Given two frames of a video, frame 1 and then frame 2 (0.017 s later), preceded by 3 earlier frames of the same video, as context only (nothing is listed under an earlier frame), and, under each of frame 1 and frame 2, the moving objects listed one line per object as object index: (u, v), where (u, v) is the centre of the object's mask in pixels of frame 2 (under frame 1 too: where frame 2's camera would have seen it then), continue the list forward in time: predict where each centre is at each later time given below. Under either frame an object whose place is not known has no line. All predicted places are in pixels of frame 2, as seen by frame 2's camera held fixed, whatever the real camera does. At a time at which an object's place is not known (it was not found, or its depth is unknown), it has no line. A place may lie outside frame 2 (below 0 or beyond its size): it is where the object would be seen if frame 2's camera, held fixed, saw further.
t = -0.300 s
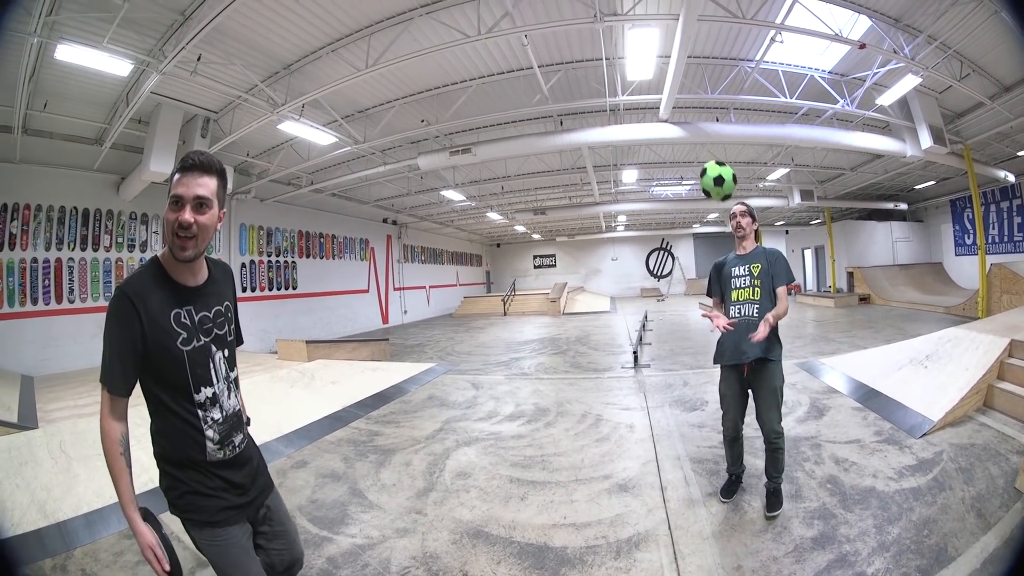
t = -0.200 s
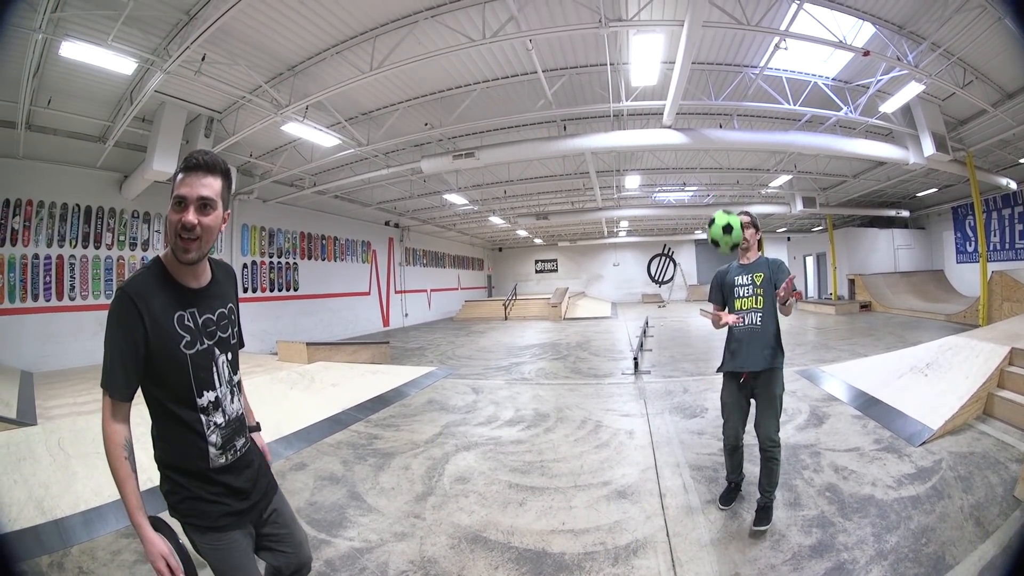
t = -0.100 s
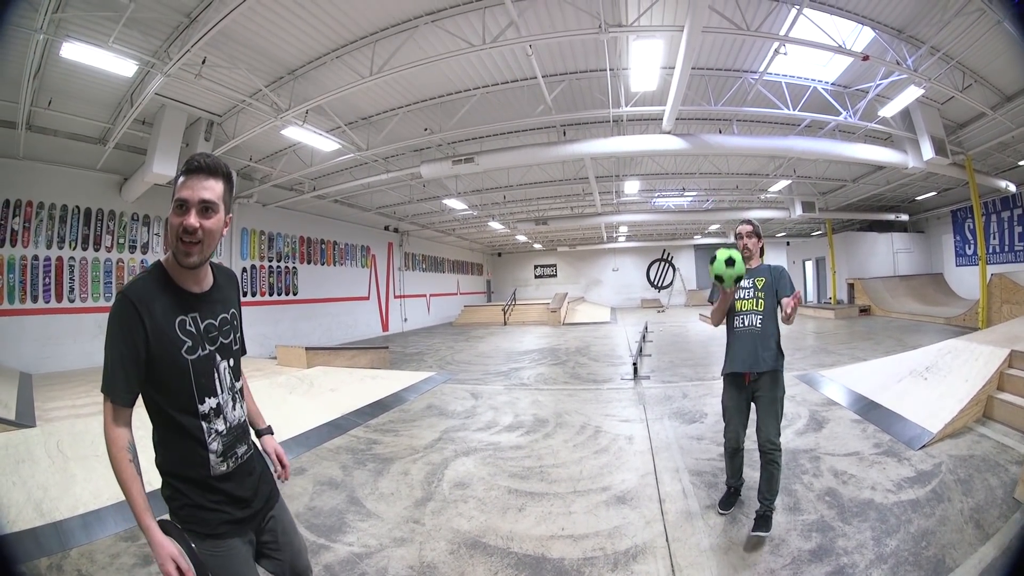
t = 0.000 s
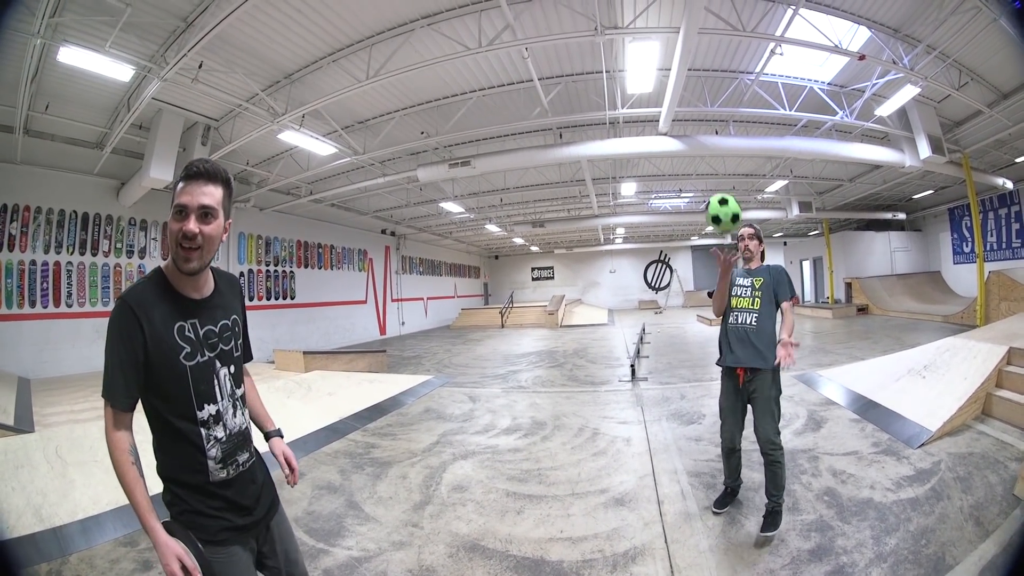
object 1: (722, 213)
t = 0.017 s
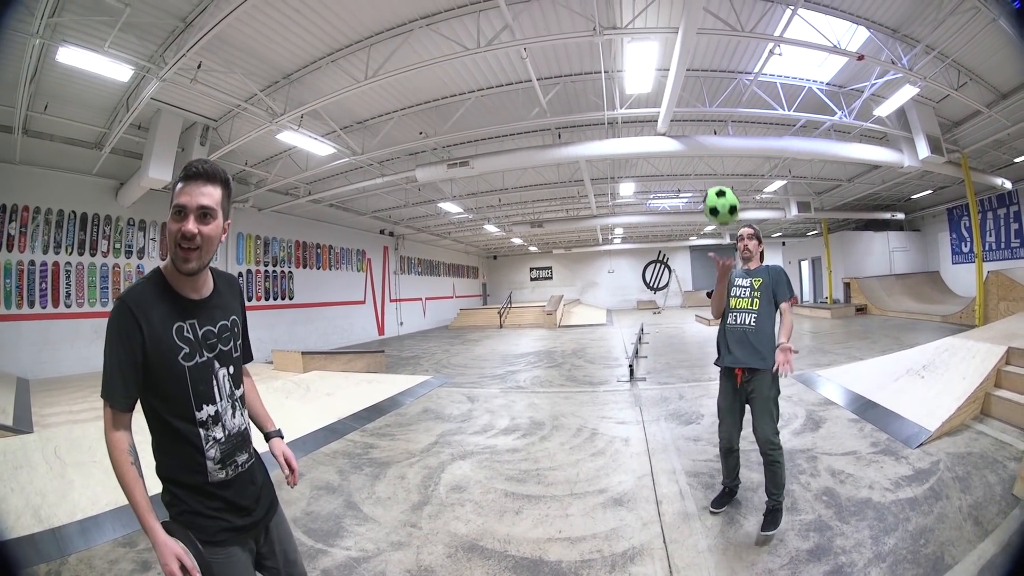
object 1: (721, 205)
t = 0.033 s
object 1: (720, 198)
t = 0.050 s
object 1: (720, 192)
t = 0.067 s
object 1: (719, 185)
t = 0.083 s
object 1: (718, 180)
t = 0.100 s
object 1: (717, 175)
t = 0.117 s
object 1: (715, 170)
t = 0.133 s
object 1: (714, 166)
